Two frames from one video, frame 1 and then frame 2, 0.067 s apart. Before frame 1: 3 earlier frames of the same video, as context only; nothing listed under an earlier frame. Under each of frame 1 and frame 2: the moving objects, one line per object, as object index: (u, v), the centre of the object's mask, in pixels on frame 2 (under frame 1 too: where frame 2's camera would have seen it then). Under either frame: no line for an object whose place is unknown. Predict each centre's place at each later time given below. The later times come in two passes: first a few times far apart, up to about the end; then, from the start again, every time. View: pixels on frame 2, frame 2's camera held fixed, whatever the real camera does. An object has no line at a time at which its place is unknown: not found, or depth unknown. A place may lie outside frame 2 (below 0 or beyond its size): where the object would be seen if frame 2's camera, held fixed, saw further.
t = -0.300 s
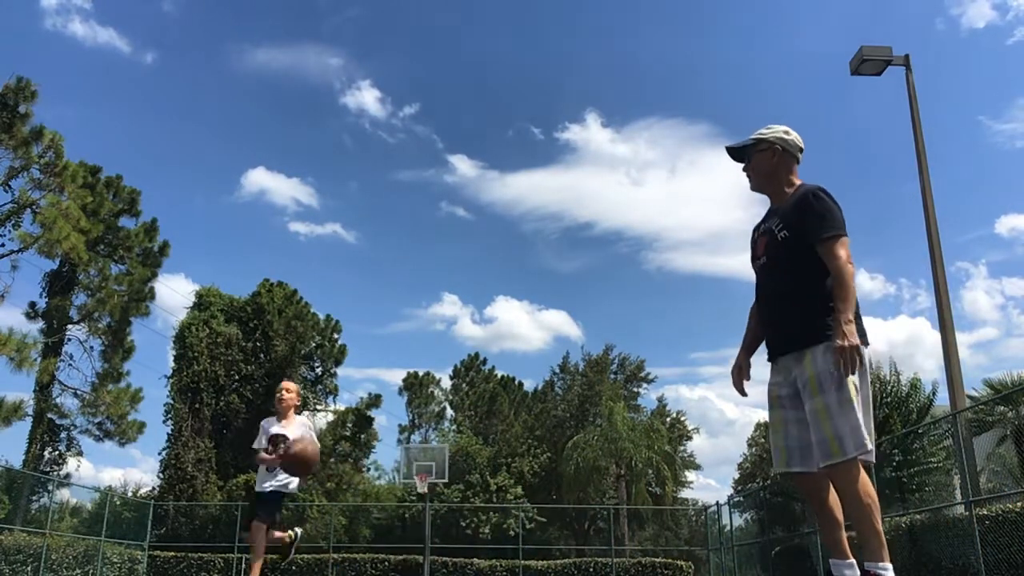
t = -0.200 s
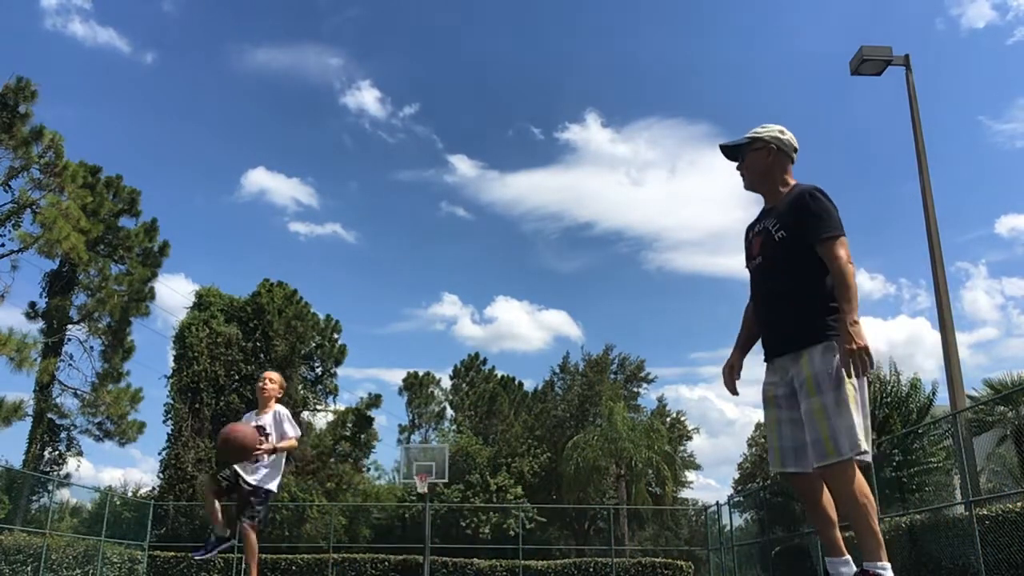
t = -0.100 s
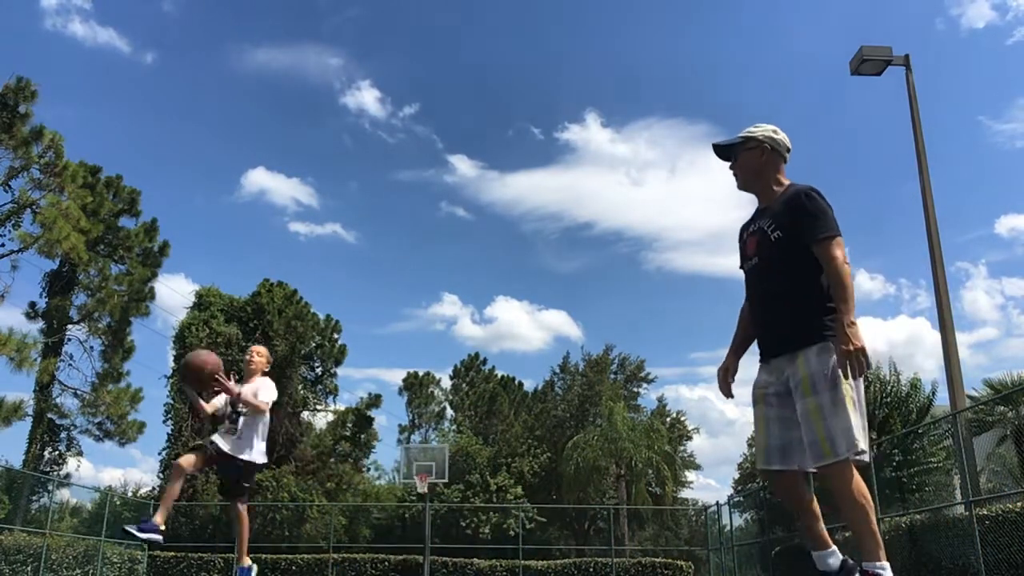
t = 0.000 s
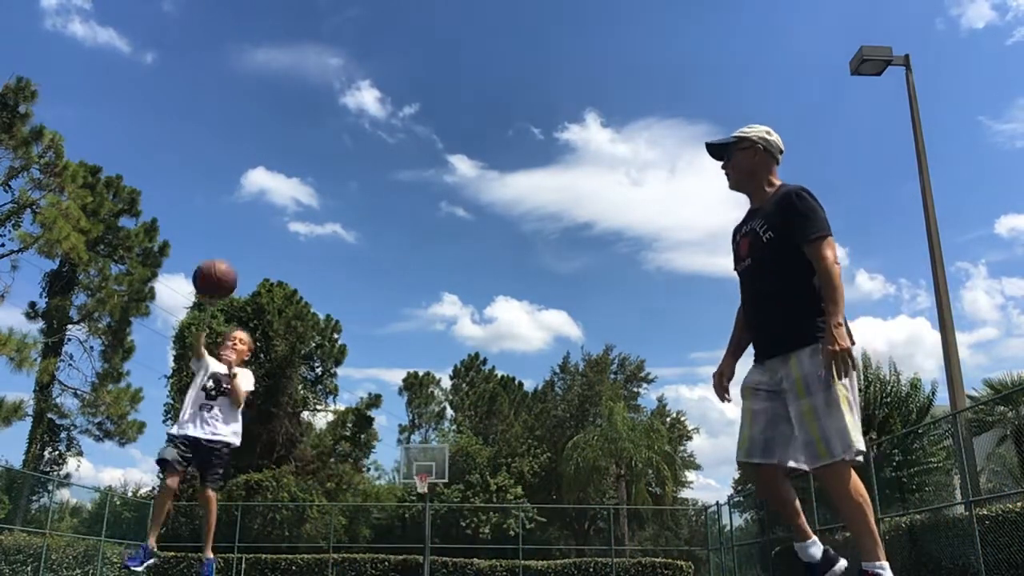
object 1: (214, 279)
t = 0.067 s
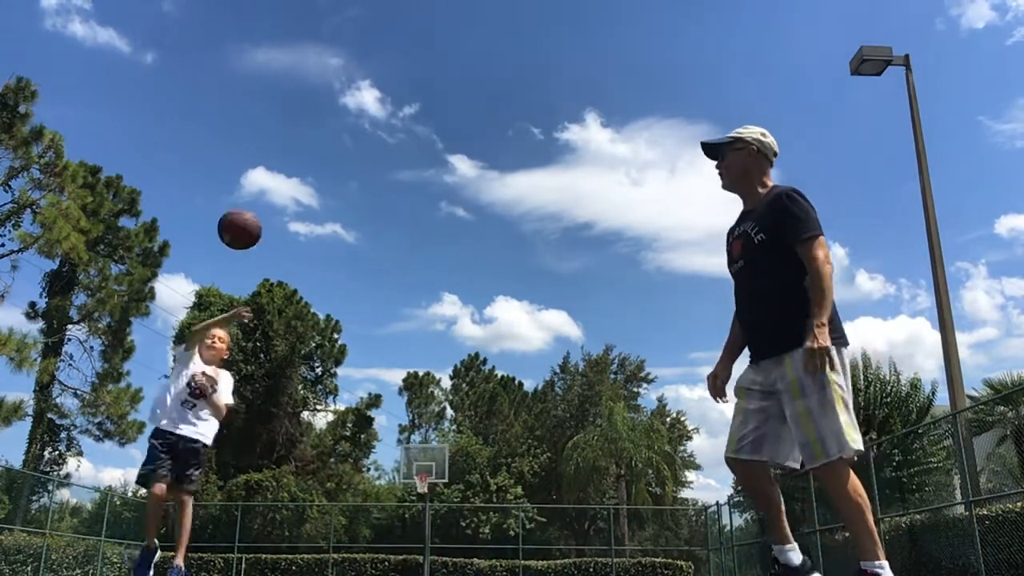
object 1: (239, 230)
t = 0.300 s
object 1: (322, 107)
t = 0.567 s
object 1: (418, 70)
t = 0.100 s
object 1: (251, 206)
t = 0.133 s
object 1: (264, 186)
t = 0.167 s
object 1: (275, 167)
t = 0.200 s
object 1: (287, 149)
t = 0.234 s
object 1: (299, 133)
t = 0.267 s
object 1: (311, 120)
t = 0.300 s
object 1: (322, 107)
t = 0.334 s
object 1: (334, 96)
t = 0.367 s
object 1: (345, 87)
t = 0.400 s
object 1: (357, 79)
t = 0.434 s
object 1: (370, 74)
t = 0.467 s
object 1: (381, 70)
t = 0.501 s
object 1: (393, 68)
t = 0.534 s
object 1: (405, 68)
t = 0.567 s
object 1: (418, 70)
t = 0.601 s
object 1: (431, 73)
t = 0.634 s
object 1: (444, 79)
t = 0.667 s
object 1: (457, 88)
